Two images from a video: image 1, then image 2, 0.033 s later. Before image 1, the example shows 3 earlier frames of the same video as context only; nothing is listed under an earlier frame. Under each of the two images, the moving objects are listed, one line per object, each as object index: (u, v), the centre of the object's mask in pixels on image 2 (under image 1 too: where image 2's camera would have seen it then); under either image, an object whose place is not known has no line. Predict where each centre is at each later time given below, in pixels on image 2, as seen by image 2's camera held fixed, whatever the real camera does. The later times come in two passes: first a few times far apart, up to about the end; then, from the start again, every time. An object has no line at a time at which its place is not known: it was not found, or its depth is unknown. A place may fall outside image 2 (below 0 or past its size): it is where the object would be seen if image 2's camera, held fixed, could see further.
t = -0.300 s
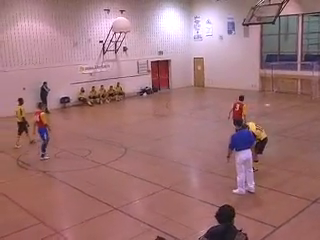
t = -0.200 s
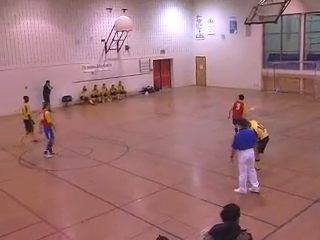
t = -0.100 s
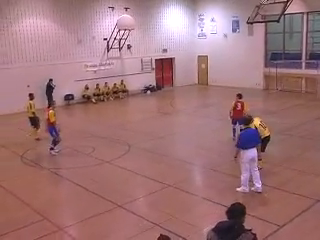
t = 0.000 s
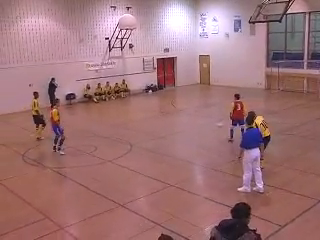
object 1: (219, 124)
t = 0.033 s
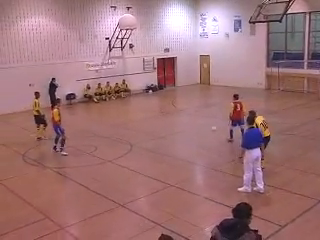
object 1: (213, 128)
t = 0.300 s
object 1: (172, 137)
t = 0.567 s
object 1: (134, 145)
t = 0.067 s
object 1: (207, 133)
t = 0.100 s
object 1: (202, 132)
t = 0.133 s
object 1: (197, 132)
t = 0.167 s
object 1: (191, 133)
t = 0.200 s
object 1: (187, 133)
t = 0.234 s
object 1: (182, 134)
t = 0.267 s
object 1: (177, 134)
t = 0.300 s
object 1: (172, 137)
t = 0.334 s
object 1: (168, 138)
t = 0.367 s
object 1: (163, 140)
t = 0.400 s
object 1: (158, 141)
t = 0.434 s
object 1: (153, 141)
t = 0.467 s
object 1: (149, 142)
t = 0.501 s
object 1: (144, 143)
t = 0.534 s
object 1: (139, 144)
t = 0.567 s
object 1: (134, 145)
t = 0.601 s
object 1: (130, 145)
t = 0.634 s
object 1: (126, 146)
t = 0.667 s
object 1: (121, 147)
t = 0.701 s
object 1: (117, 148)
